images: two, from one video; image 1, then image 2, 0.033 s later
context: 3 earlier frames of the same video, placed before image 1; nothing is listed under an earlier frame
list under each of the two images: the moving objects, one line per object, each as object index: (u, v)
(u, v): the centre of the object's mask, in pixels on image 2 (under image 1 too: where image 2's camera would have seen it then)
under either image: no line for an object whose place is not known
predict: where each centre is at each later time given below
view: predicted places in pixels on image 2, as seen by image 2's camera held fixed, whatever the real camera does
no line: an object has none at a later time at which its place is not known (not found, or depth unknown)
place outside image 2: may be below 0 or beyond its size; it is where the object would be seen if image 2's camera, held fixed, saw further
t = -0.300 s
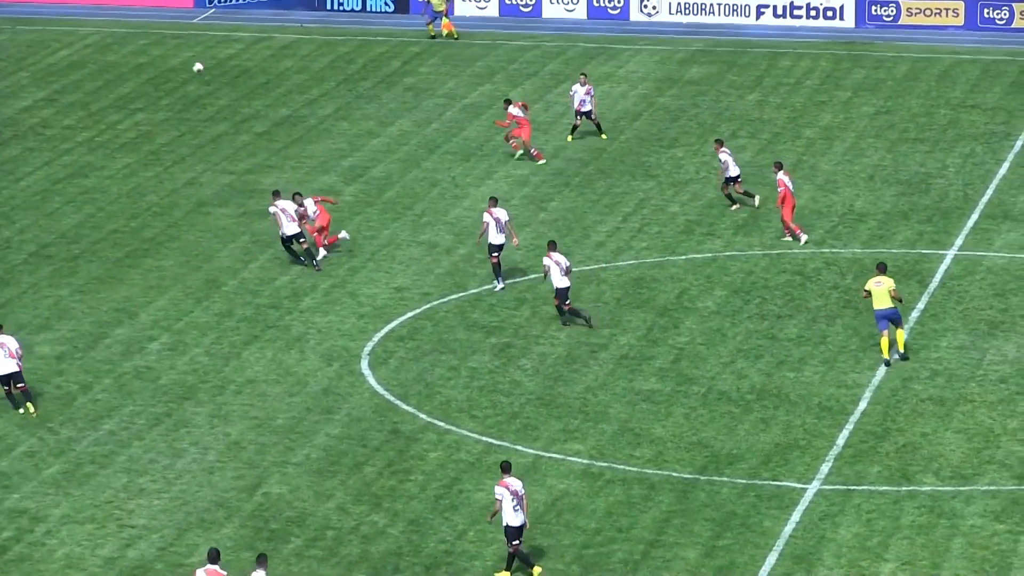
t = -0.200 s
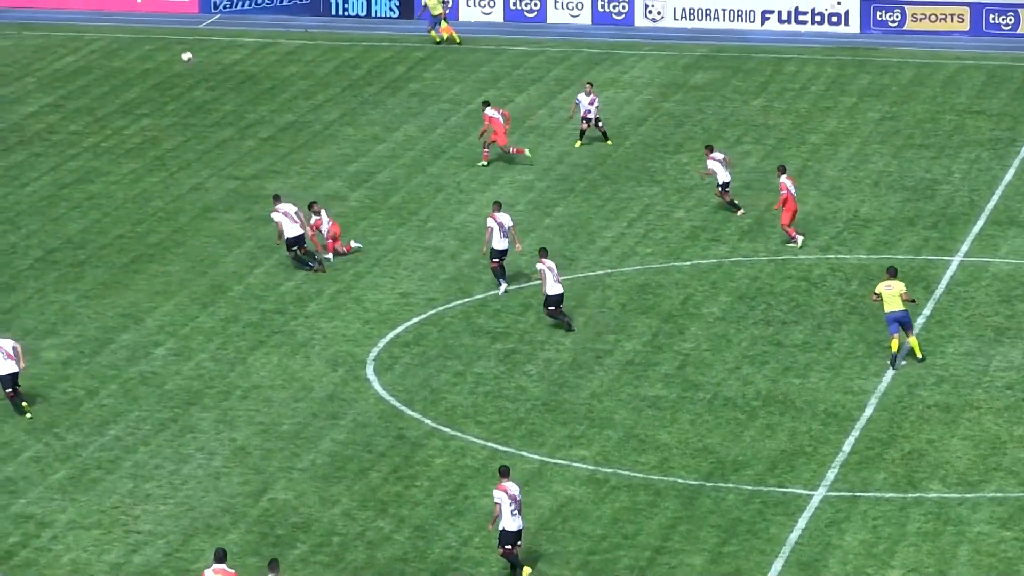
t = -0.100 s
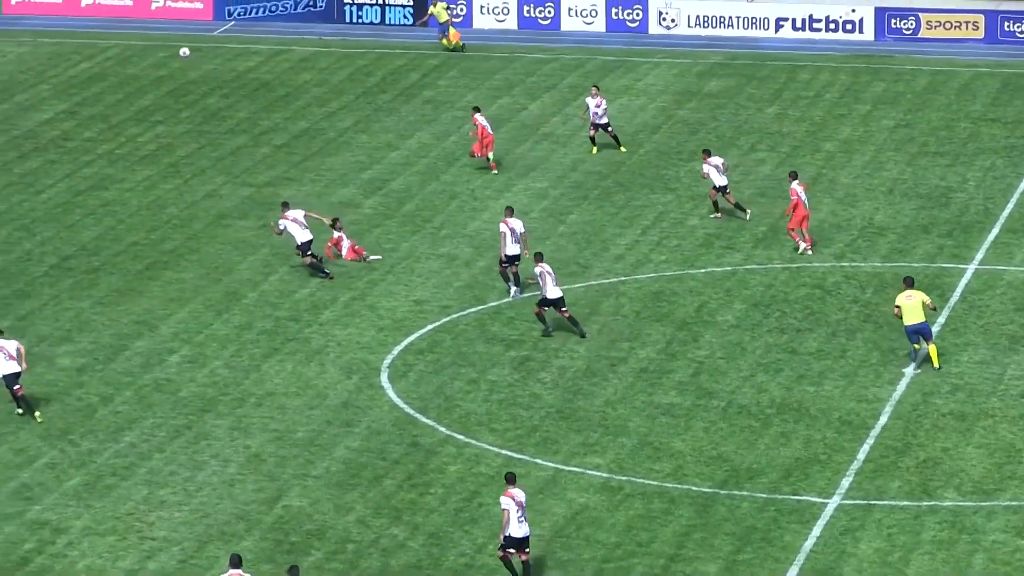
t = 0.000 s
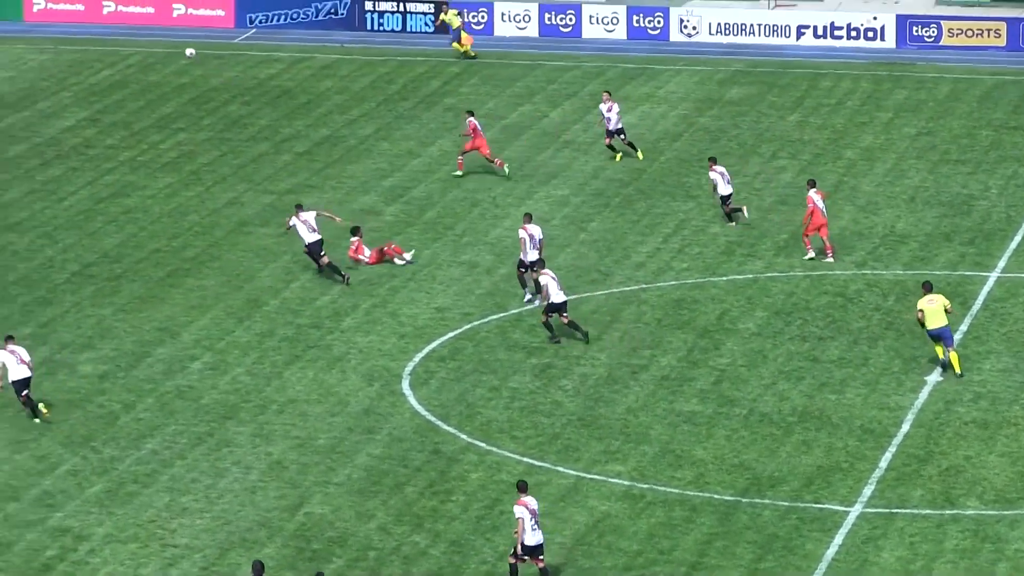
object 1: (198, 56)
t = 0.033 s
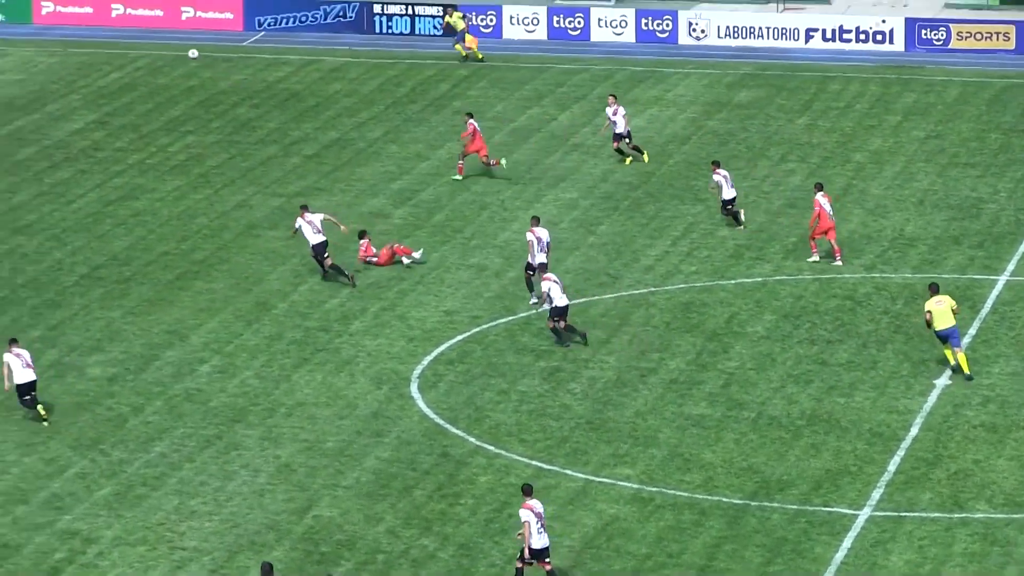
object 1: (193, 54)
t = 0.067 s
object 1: (189, 53)
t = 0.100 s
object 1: (184, 52)
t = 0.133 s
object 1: (181, 51)
